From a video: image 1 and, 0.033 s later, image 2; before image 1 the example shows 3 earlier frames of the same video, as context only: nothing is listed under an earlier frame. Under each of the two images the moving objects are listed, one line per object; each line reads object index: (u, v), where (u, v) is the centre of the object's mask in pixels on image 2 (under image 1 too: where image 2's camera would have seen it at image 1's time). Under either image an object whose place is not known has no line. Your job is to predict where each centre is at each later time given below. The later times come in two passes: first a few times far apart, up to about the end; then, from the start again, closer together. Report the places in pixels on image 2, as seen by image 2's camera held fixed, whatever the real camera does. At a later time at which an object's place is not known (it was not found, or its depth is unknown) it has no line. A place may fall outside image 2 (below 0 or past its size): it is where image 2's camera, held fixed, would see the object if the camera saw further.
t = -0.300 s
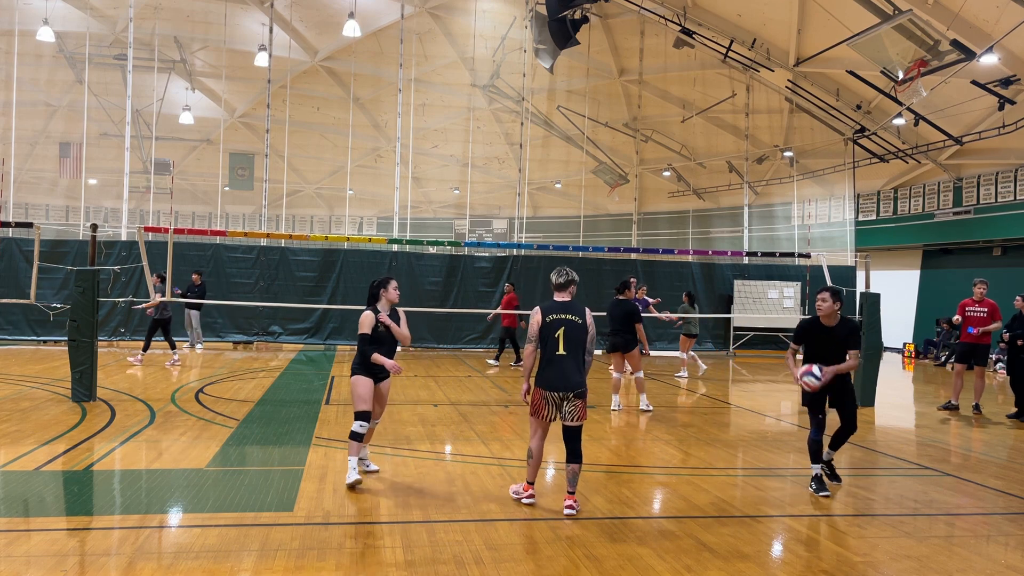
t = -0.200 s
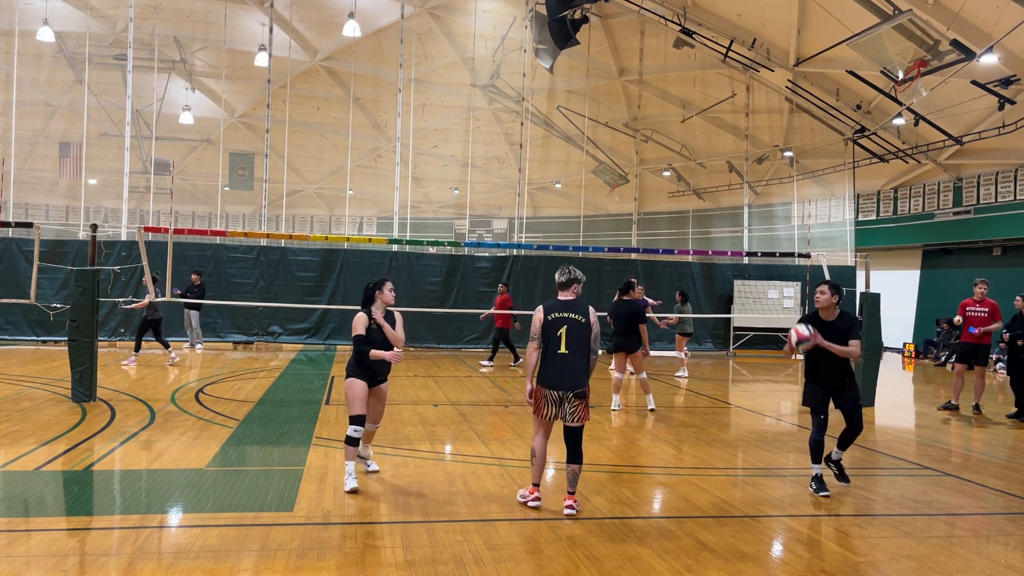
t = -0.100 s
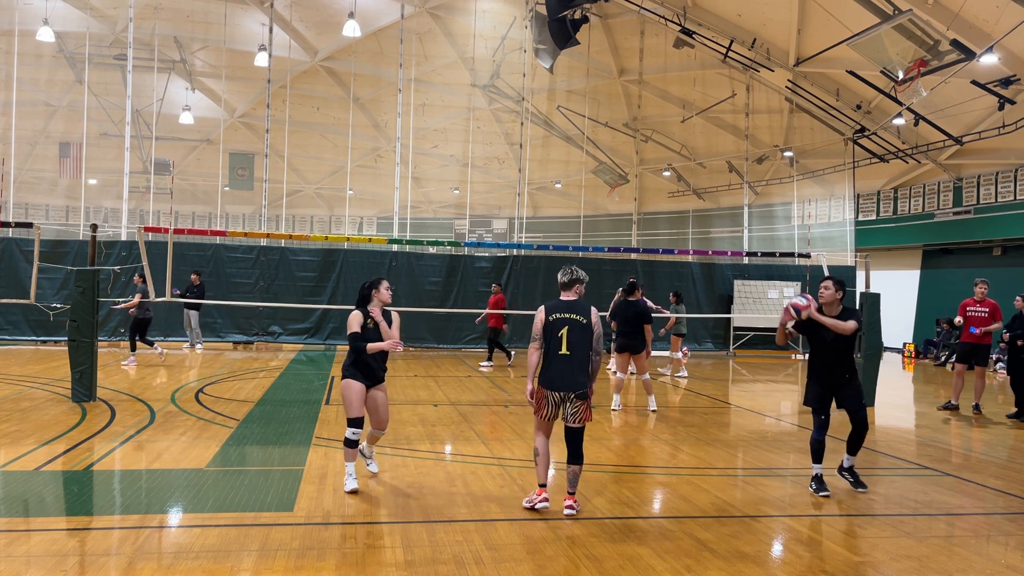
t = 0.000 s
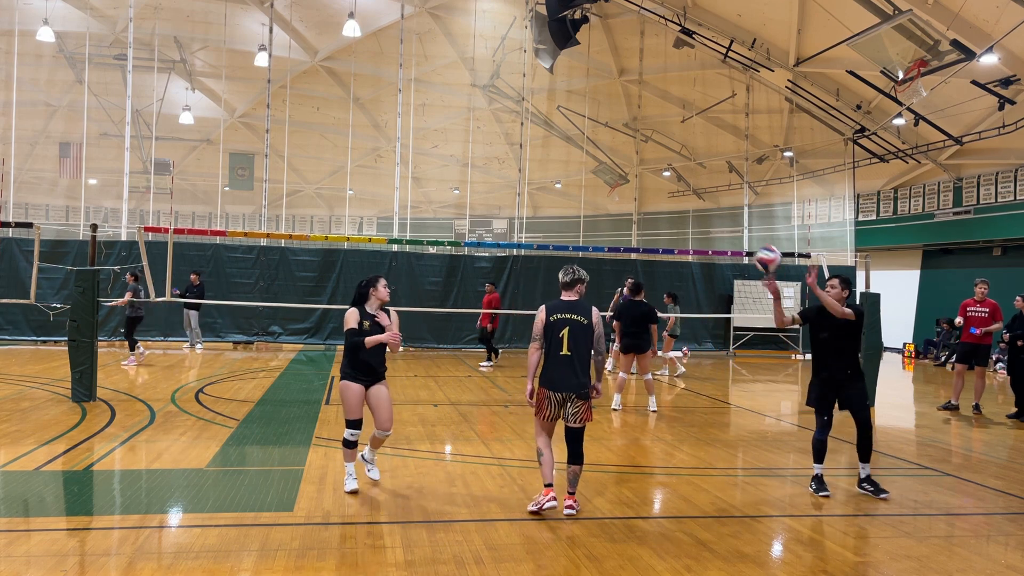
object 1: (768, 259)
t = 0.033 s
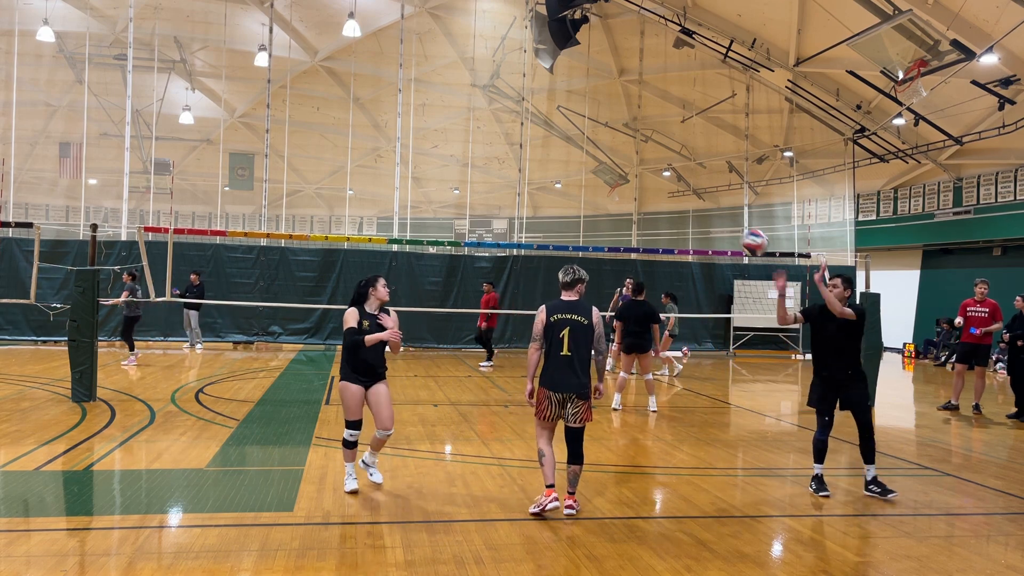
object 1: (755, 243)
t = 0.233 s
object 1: (669, 174)
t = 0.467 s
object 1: (560, 157)
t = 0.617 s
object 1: (484, 186)
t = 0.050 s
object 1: (747, 235)
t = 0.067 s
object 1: (740, 228)
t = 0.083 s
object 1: (733, 221)
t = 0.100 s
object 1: (726, 215)
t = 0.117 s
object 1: (719, 208)
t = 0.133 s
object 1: (712, 203)
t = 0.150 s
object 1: (705, 197)
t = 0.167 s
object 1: (698, 192)
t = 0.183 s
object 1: (691, 187)
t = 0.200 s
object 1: (684, 182)
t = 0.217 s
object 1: (677, 178)
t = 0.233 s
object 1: (669, 174)
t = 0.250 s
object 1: (662, 171)
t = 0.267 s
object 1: (655, 167)
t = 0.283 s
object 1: (647, 164)
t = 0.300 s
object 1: (640, 161)
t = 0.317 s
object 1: (632, 160)
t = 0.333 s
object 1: (624, 158)
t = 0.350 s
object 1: (616, 157)
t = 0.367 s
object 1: (608, 155)
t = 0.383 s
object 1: (600, 155)
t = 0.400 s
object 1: (593, 154)
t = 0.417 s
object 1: (585, 155)
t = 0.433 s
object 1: (577, 155)
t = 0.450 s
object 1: (568, 155)
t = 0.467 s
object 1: (560, 157)
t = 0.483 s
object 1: (552, 158)
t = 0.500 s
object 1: (544, 160)
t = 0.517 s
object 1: (536, 163)
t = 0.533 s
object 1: (527, 165)
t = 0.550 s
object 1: (518, 169)
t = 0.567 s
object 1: (510, 172)
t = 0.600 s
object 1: (493, 181)
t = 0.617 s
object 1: (484, 186)
